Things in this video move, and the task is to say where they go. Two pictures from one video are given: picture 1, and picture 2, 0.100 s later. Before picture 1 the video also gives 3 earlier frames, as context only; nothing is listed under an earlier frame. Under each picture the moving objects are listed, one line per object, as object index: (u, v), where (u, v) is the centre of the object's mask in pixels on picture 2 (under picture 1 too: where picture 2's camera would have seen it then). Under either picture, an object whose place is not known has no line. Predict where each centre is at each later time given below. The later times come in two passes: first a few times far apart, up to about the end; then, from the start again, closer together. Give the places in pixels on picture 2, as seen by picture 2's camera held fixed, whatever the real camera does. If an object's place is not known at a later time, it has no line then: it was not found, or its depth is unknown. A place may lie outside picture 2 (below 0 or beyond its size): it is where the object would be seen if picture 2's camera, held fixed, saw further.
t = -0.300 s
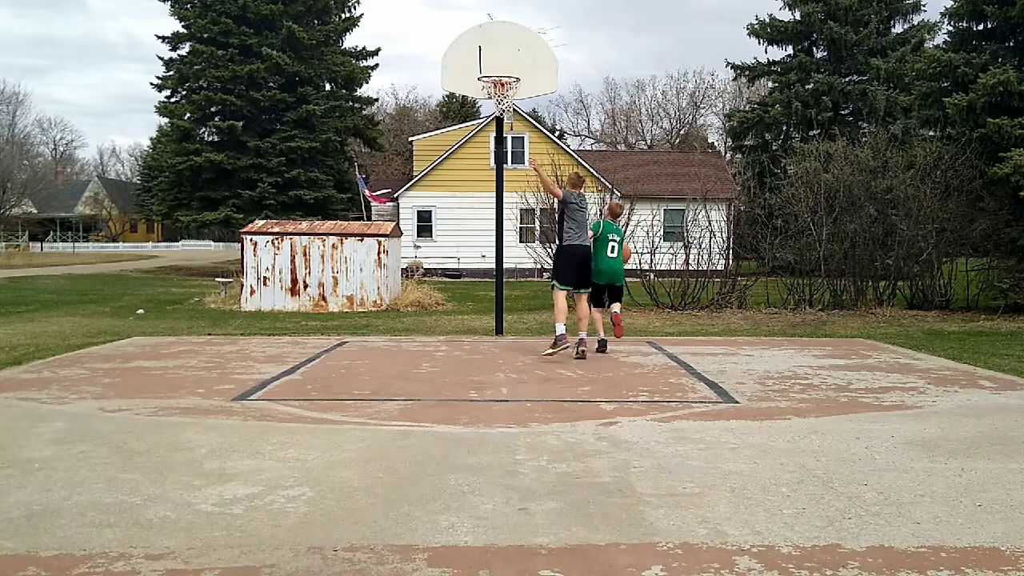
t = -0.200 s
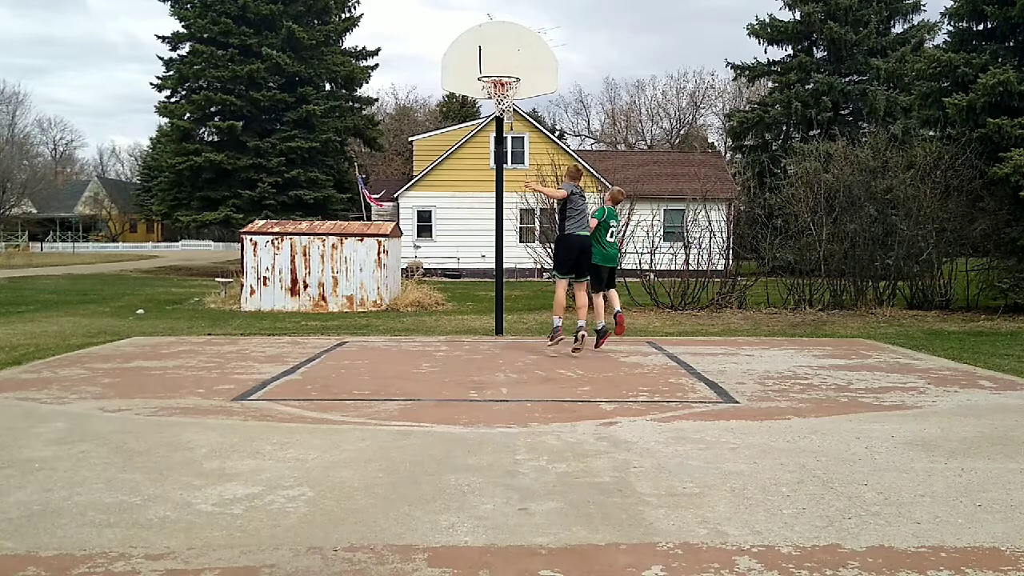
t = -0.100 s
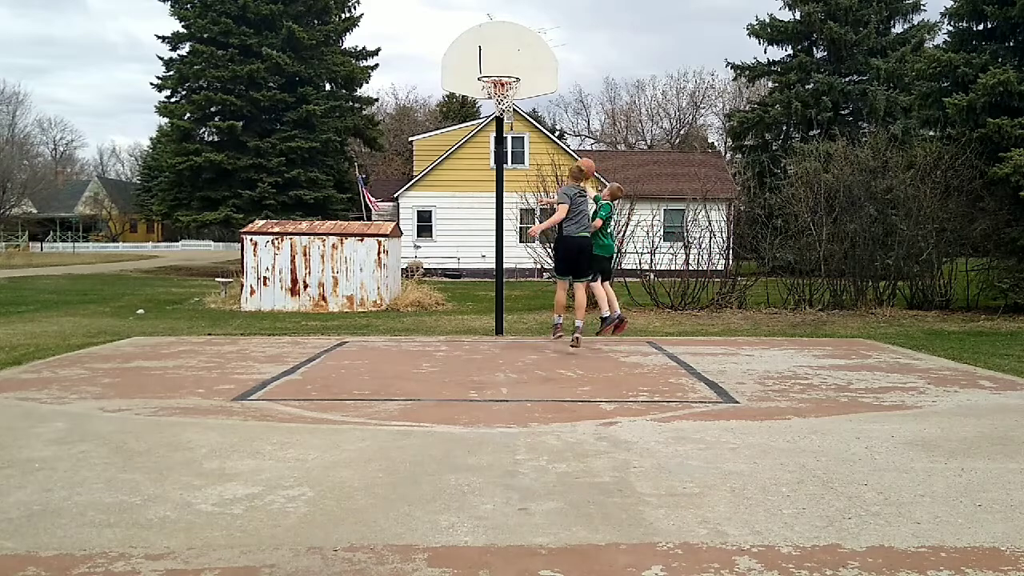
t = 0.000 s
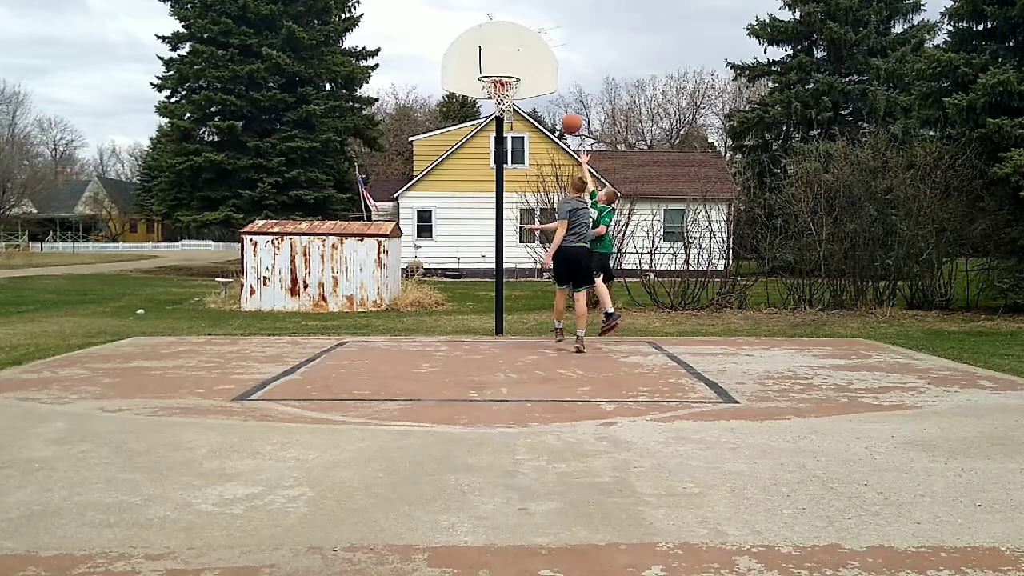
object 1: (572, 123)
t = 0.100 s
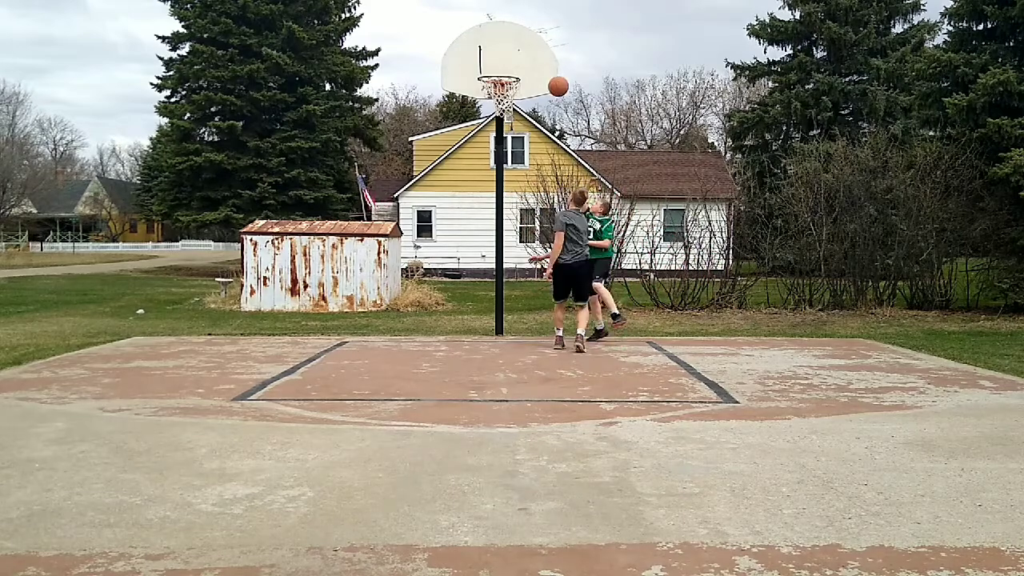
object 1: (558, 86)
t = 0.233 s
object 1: (540, 50)
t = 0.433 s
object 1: (513, 24)
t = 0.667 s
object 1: (482, 36)
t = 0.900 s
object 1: (452, 95)
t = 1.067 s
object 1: (431, 166)
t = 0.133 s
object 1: (554, 76)
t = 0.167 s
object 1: (549, 66)
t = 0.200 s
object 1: (545, 58)
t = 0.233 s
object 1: (540, 50)
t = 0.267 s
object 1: (536, 44)
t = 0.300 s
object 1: (531, 38)
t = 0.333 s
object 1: (527, 33)
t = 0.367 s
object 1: (522, 29)
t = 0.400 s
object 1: (518, 26)
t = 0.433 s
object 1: (513, 24)
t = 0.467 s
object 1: (509, 23)
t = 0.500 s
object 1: (505, 23)
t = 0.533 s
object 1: (500, 24)
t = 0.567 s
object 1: (496, 26)
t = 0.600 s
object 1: (491, 29)
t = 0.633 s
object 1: (487, 32)
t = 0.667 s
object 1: (482, 36)
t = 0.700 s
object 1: (478, 42)
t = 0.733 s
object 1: (473, 49)
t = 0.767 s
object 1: (469, 56)
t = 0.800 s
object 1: (465, 65)
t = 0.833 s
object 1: (460, 74)
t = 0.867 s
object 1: (456, 84)
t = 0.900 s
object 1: (452, 95)
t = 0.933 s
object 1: (448, 108)
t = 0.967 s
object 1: (444, 120)
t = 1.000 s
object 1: (439, 134)
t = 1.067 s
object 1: (431, 166)
